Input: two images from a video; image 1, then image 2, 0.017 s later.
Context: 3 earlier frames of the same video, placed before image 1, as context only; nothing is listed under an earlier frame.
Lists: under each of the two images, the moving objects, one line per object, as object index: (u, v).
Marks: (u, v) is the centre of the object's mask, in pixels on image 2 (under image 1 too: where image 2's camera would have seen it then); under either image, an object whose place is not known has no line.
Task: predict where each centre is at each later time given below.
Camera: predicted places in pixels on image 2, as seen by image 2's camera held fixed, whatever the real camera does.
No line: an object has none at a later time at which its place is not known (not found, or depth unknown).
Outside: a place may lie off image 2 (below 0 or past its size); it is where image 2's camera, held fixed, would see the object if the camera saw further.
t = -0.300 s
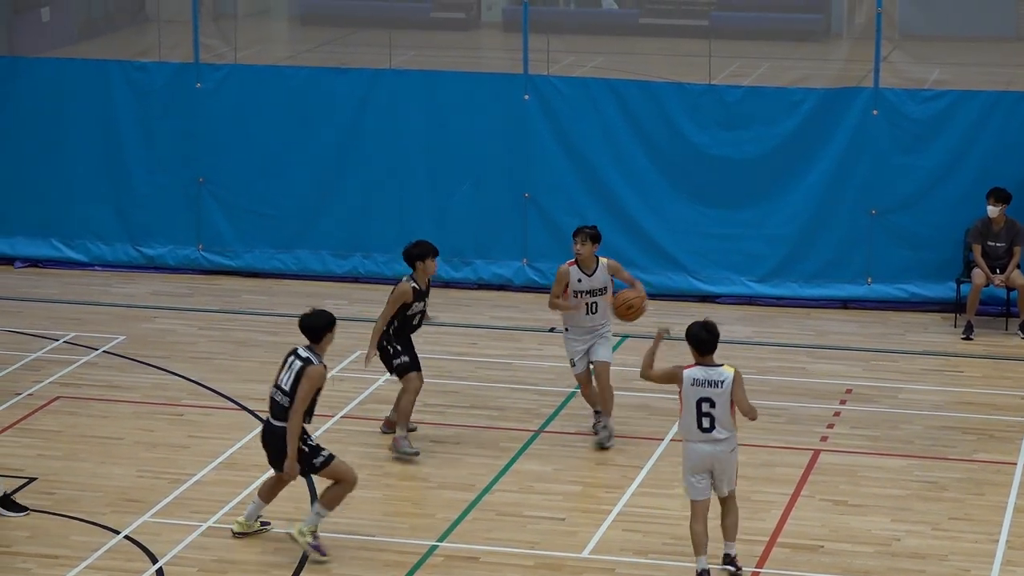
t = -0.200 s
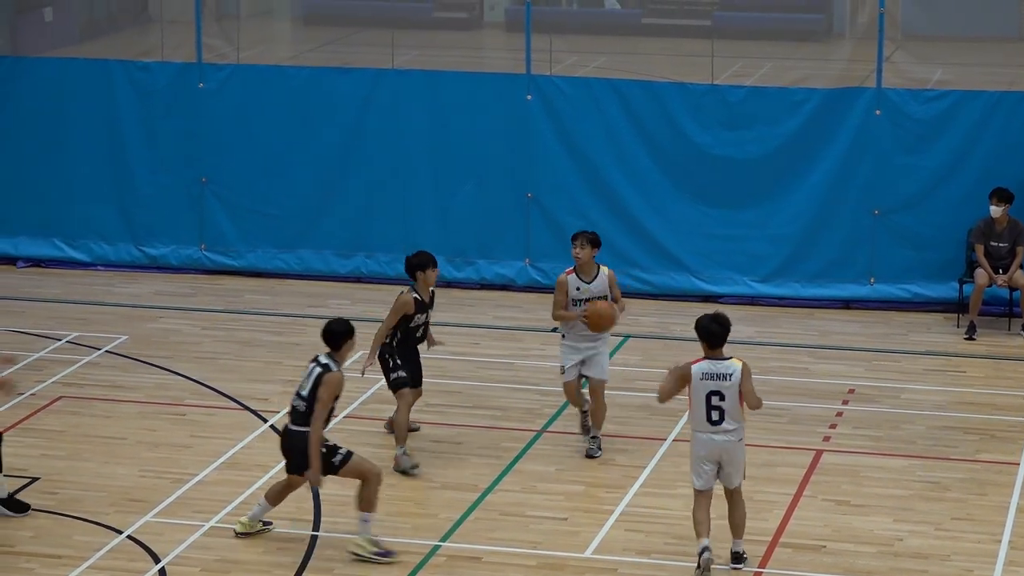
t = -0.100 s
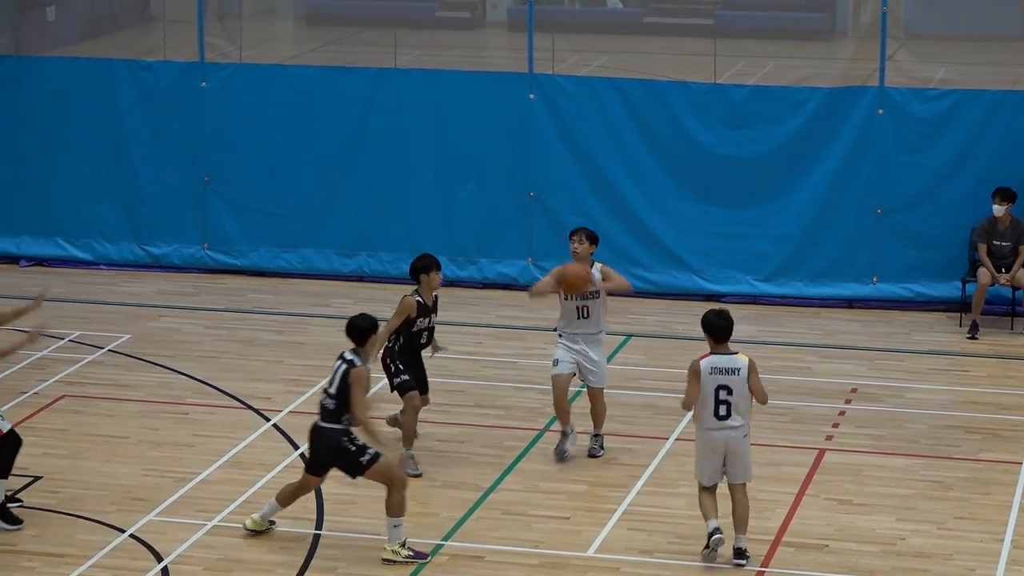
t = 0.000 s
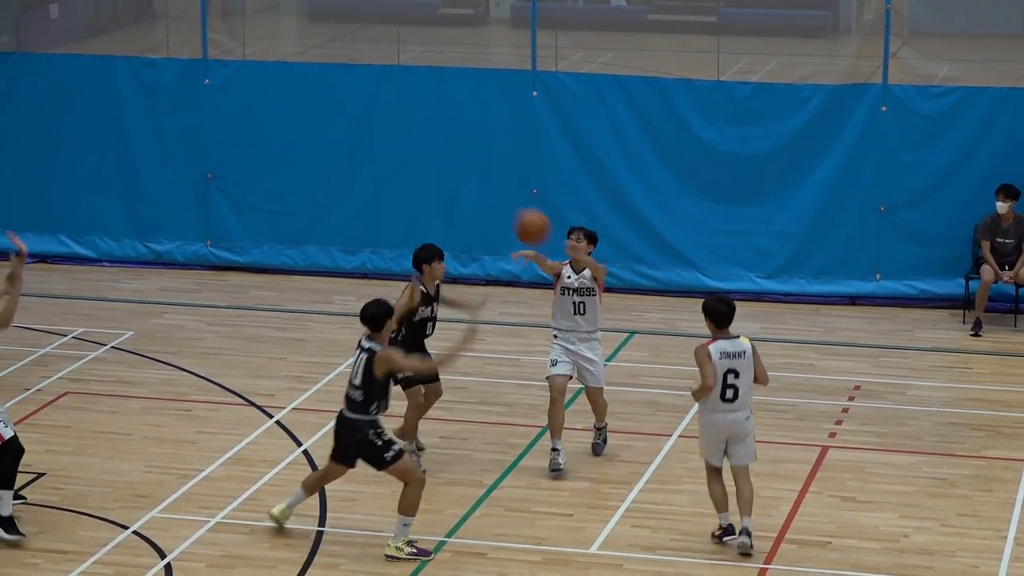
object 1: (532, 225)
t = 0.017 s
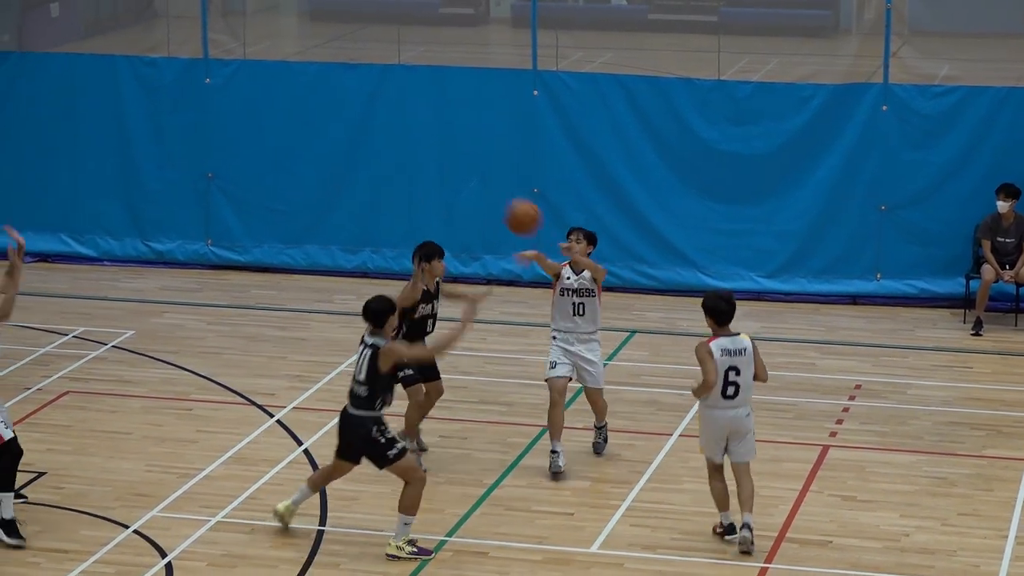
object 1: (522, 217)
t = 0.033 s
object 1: (512, 209)
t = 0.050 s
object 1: (502, 200)
